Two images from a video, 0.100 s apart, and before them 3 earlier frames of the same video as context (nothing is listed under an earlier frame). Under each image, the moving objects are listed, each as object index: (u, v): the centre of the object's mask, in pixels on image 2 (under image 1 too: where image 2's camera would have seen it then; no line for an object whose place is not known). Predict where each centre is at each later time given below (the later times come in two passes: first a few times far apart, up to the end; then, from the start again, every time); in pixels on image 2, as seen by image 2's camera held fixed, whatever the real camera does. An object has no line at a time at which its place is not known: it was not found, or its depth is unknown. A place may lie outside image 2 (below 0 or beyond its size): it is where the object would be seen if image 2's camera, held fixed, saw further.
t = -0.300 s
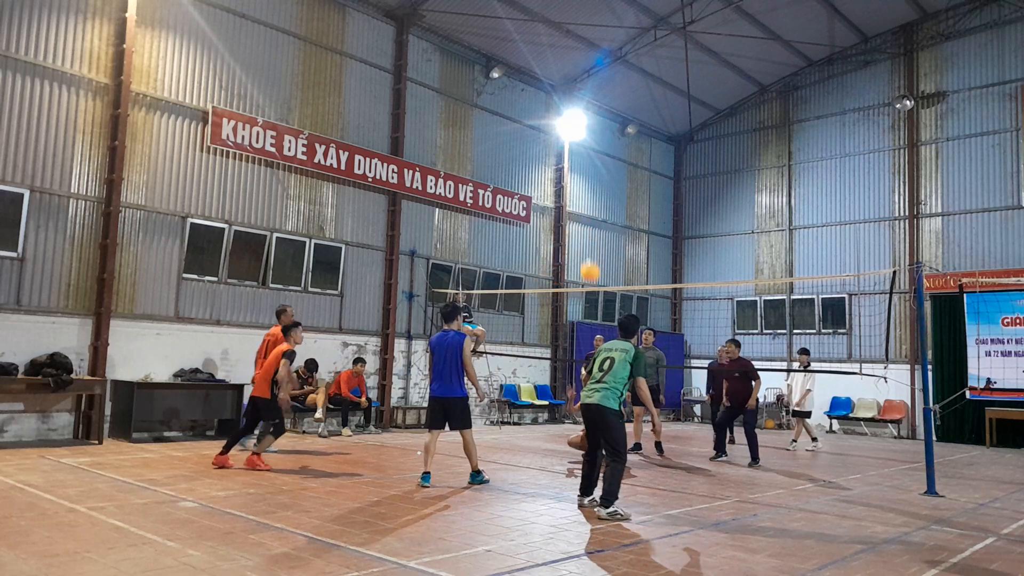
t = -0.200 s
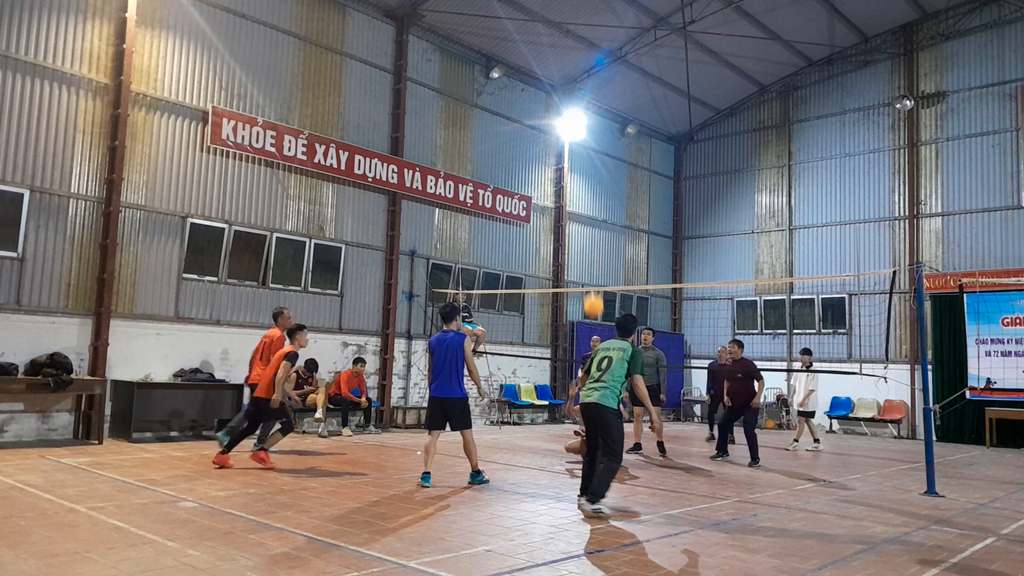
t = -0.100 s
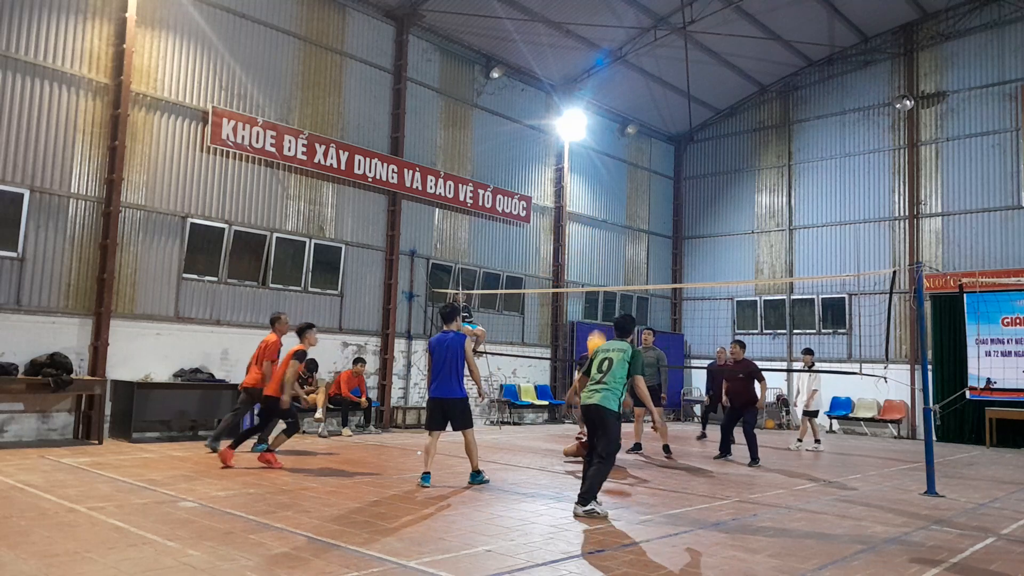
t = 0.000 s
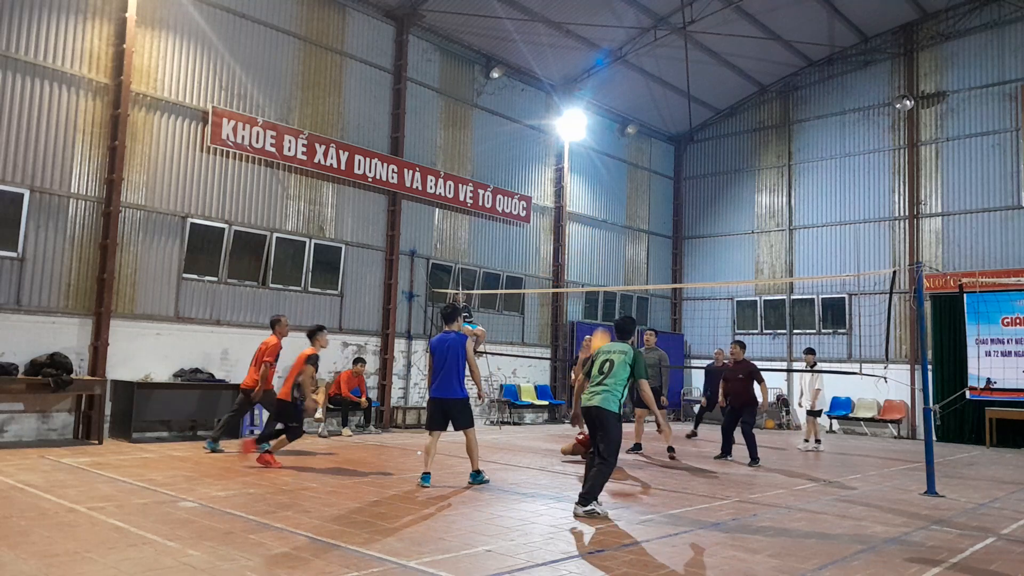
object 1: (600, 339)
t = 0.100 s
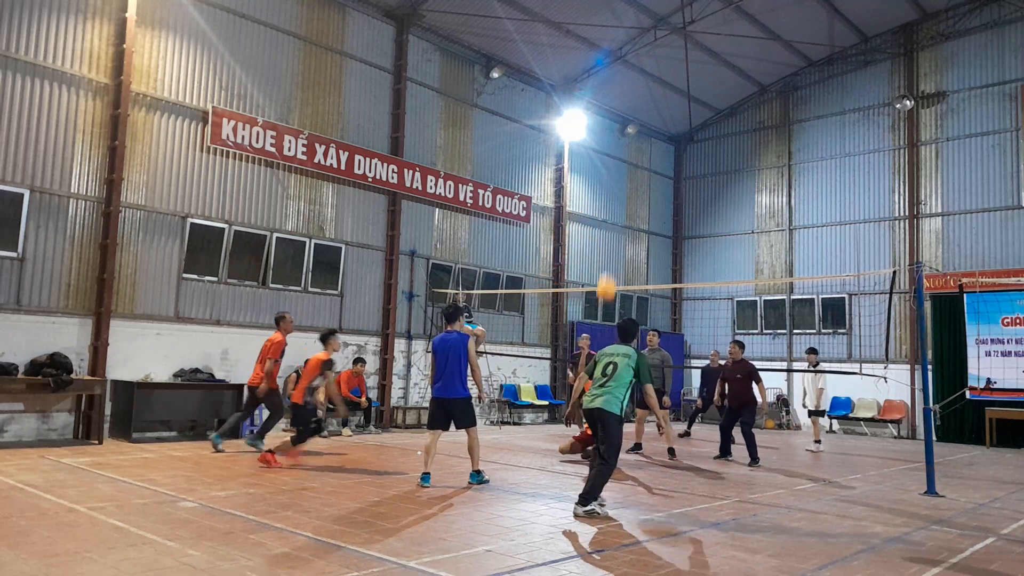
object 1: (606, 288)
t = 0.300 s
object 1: (617, 199)
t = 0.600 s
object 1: (628, 128)
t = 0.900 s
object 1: (638, 131)
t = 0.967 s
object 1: (639, 143)
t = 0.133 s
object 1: (608, 270)
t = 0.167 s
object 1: (610, 253)
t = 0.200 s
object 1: (612, 238)
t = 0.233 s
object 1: (614, 224)
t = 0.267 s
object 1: (615, 211)
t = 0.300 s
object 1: (617, 199)
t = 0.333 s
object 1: (618, 188)
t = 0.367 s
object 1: (619, 177)
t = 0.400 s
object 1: (620, 167)
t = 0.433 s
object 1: (622, 159)
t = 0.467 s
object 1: (623, 150)
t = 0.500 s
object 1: (624, 144)
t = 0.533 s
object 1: (626, 138)
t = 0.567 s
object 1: (627, 133)
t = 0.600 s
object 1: (628, 128)
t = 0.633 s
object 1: (629, 125)
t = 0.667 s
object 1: (631, 123)
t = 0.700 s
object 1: (632, 121)
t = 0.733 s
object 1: (633, 121)
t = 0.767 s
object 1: (634, 121)
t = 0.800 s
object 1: (635, 122)
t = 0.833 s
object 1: (636, 124)
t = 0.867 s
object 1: (637, 127)
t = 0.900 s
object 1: (638, 131)
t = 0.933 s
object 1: (638, 136)
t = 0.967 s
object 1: (639, 143)
